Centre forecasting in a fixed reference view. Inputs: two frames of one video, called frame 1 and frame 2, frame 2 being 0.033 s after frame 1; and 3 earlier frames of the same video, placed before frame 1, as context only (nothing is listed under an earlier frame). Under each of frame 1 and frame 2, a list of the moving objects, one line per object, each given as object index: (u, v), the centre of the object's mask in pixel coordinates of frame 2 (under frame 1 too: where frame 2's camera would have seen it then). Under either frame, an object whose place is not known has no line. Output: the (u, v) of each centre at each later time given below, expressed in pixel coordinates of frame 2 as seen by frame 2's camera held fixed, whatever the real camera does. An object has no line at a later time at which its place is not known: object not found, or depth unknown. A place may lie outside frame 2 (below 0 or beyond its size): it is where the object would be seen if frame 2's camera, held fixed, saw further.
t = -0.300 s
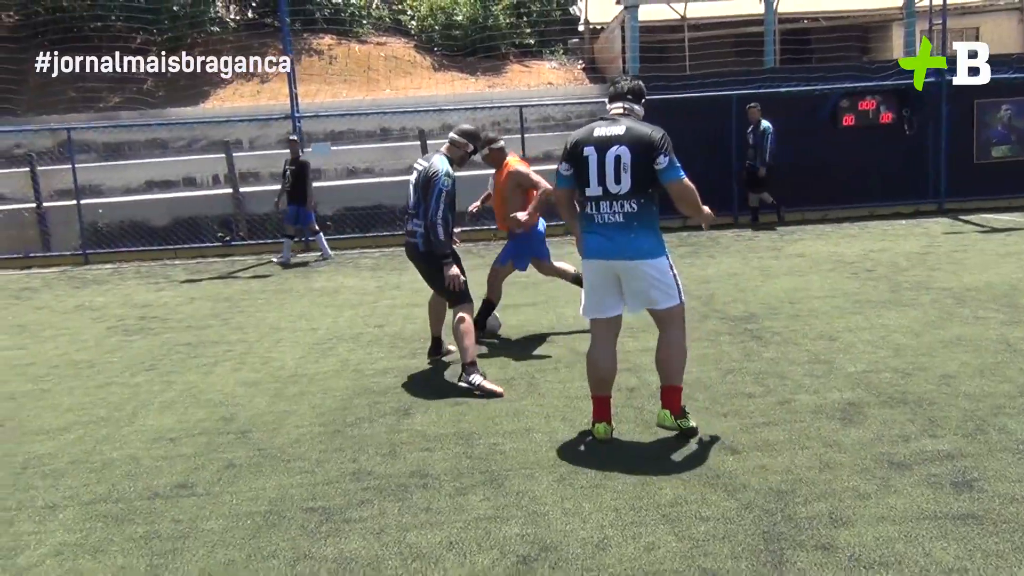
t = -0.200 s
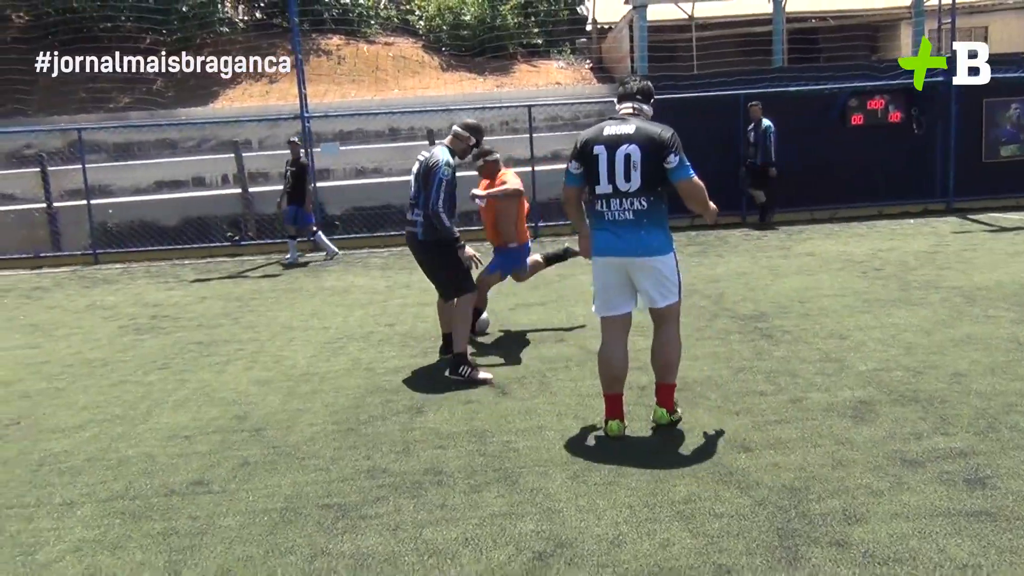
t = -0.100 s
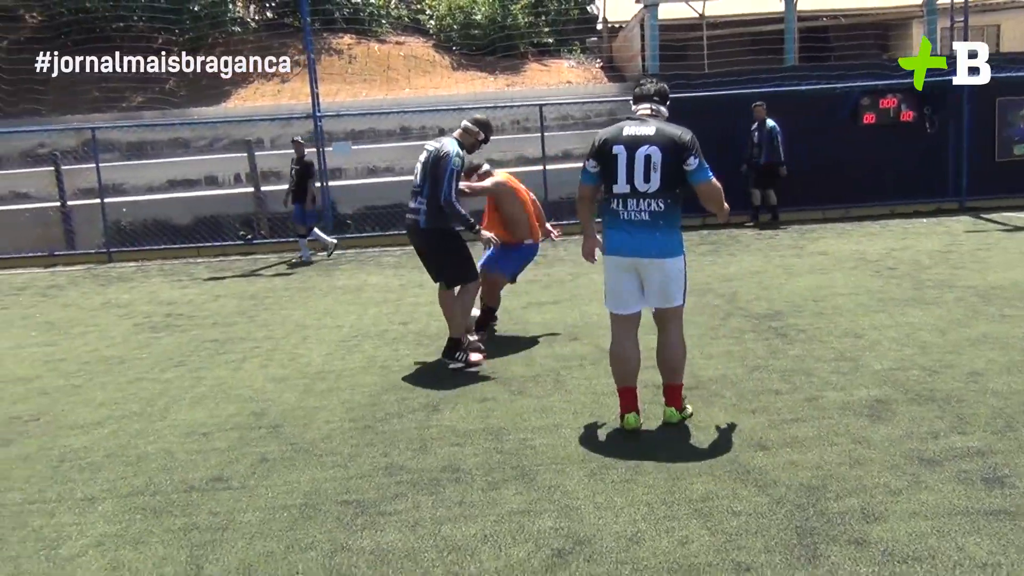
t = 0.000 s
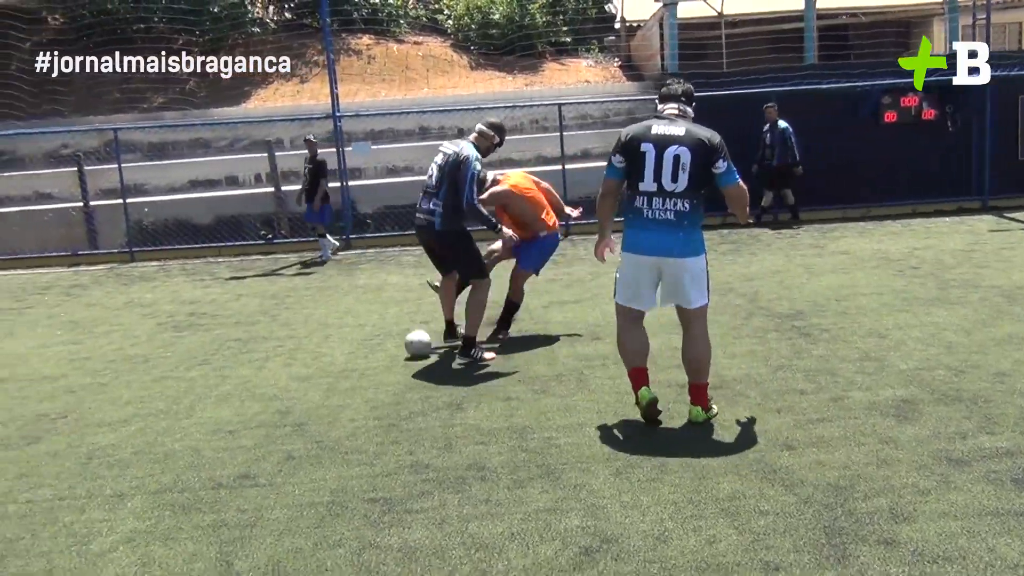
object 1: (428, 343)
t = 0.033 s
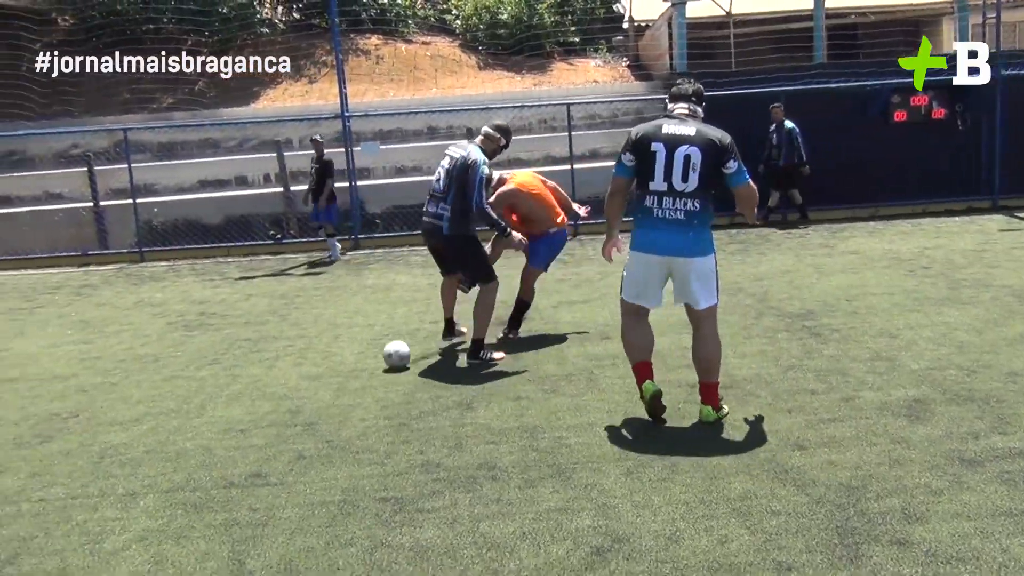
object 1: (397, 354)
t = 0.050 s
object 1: (381, 360)
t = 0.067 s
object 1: (364, 366)
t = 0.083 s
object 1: (348, 372)
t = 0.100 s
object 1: (330, 378)
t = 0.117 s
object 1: (312, 384)
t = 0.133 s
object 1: (293, 391)
